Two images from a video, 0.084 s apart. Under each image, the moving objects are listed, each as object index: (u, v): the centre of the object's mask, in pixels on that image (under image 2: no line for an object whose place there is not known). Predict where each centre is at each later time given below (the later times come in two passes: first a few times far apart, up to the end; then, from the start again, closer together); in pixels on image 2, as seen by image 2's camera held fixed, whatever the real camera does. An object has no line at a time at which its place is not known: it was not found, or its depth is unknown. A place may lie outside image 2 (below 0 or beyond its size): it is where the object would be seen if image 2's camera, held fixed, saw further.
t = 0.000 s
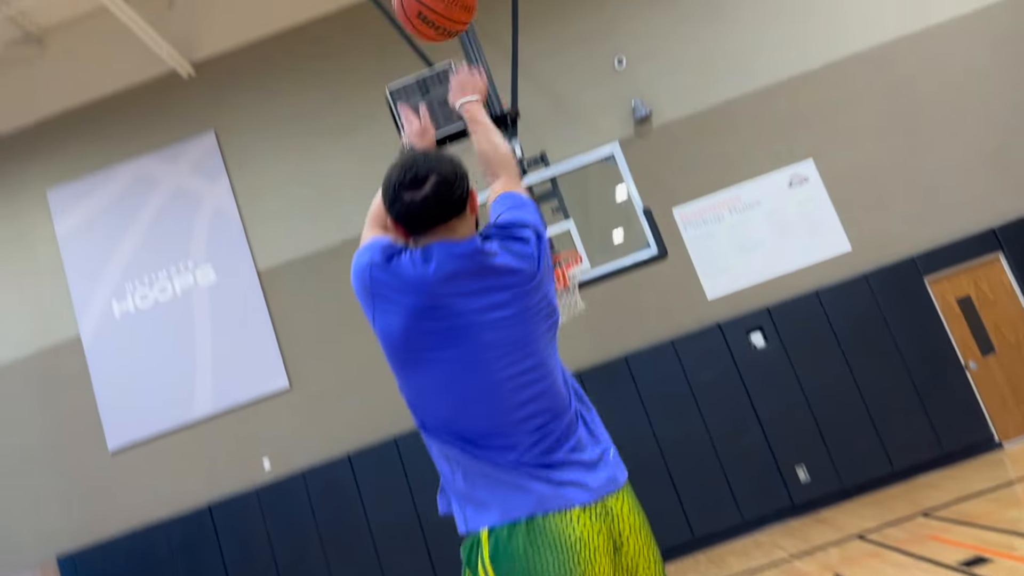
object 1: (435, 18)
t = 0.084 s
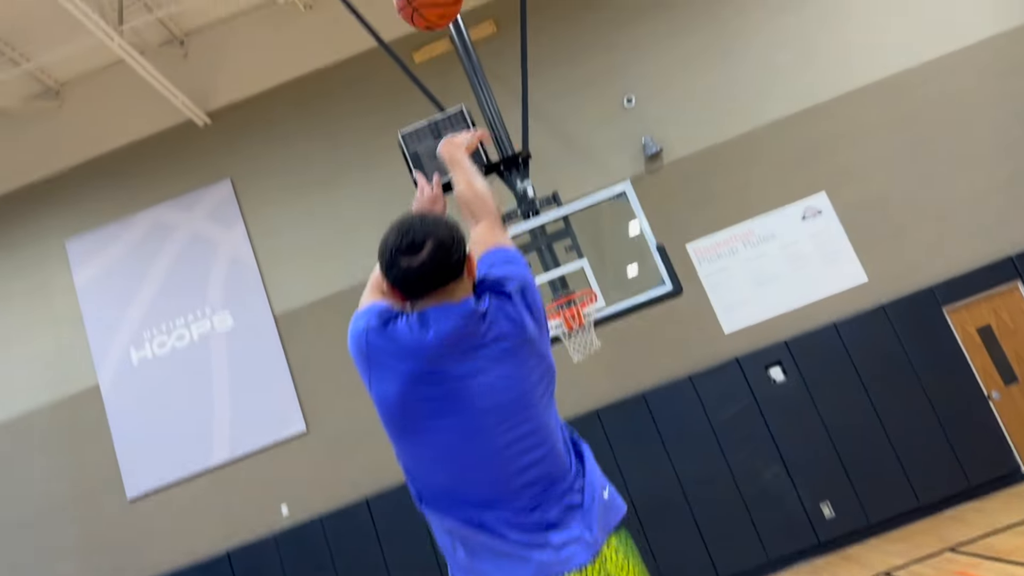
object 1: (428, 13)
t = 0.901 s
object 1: (515, 183)
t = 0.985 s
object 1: (535, 234)
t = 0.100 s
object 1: (425, 3)
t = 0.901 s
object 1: (515, 183)
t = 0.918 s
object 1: (519, 193)
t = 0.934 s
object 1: (522, 203)
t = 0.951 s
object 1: (527, 213)
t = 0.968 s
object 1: (531, 223)
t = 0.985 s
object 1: (535, 234)
